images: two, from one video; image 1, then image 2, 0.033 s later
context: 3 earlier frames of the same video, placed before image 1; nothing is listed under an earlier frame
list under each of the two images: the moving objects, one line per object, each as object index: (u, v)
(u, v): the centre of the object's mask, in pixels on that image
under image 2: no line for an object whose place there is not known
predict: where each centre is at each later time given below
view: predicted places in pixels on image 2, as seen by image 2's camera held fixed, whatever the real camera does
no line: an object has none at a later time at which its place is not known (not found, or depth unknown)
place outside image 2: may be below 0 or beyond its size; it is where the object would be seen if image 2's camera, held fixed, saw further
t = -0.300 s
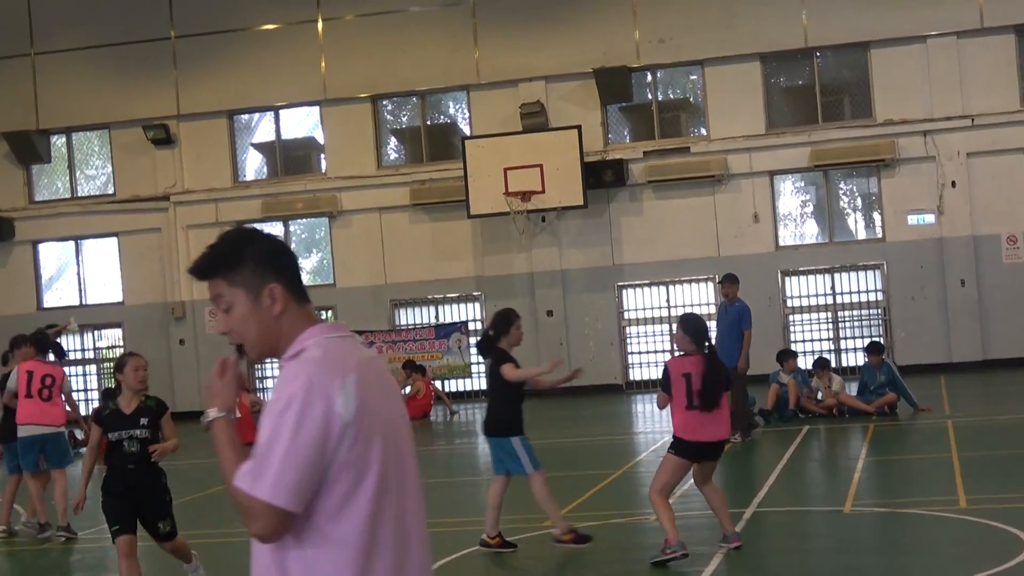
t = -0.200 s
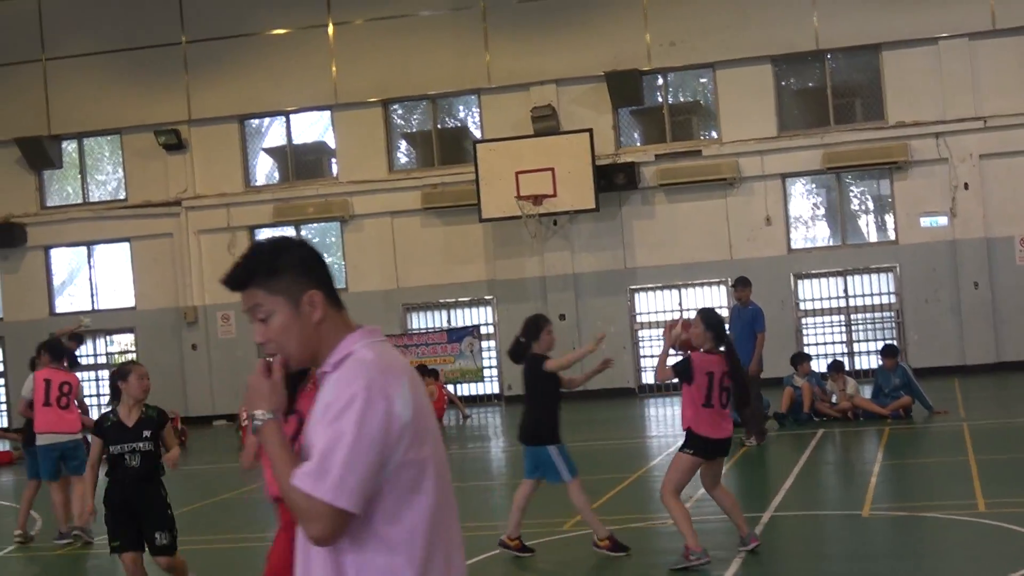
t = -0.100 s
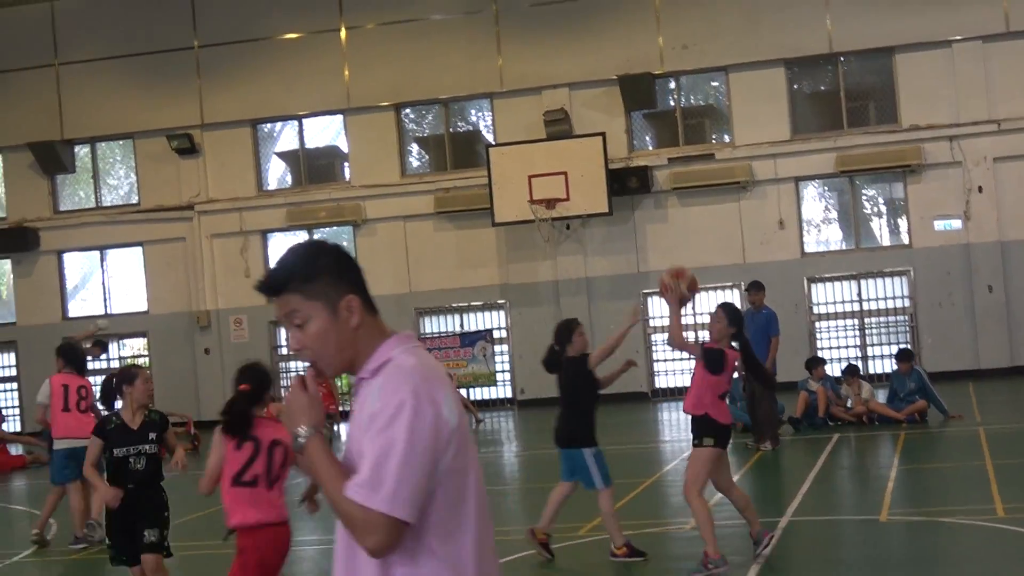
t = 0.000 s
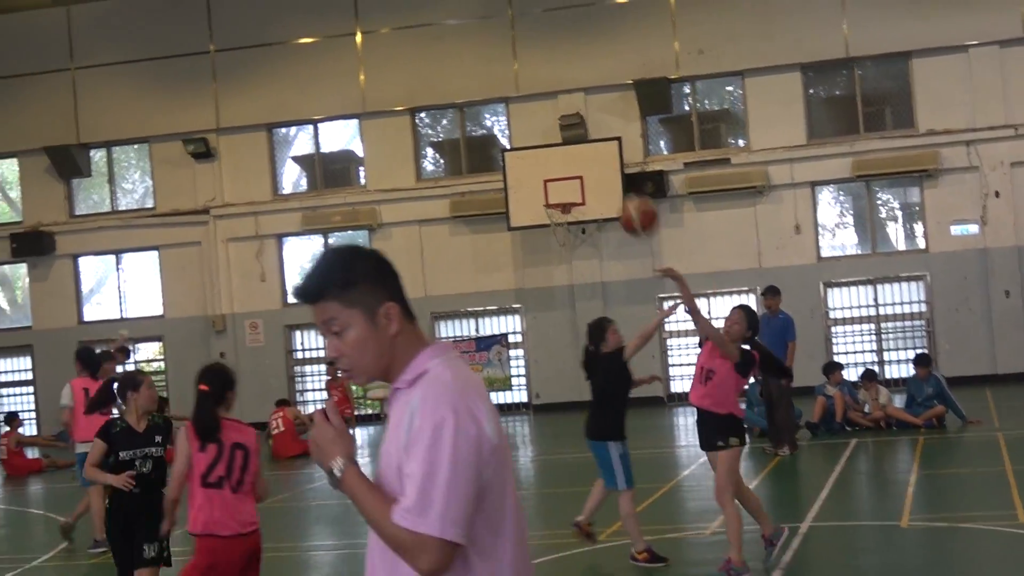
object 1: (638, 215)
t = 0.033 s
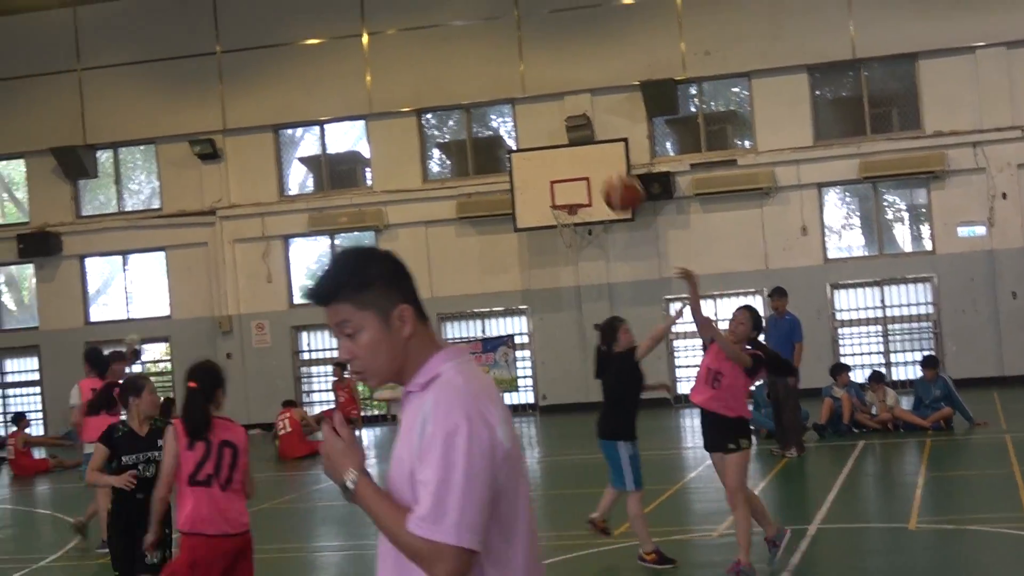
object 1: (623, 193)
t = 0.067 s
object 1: (601, 171)
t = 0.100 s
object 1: (578, 149)
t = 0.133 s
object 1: (554, 129)
